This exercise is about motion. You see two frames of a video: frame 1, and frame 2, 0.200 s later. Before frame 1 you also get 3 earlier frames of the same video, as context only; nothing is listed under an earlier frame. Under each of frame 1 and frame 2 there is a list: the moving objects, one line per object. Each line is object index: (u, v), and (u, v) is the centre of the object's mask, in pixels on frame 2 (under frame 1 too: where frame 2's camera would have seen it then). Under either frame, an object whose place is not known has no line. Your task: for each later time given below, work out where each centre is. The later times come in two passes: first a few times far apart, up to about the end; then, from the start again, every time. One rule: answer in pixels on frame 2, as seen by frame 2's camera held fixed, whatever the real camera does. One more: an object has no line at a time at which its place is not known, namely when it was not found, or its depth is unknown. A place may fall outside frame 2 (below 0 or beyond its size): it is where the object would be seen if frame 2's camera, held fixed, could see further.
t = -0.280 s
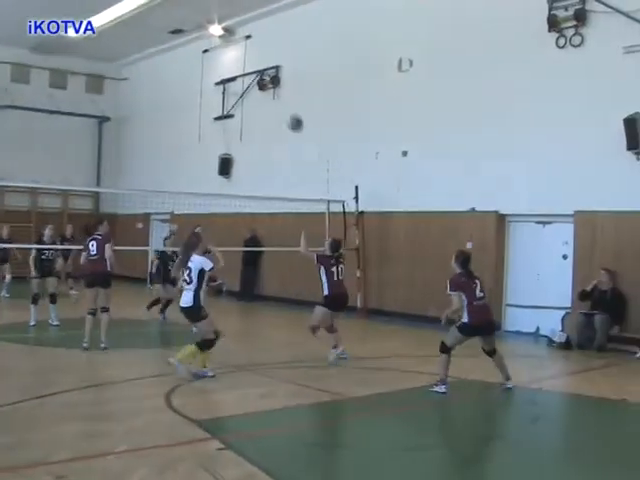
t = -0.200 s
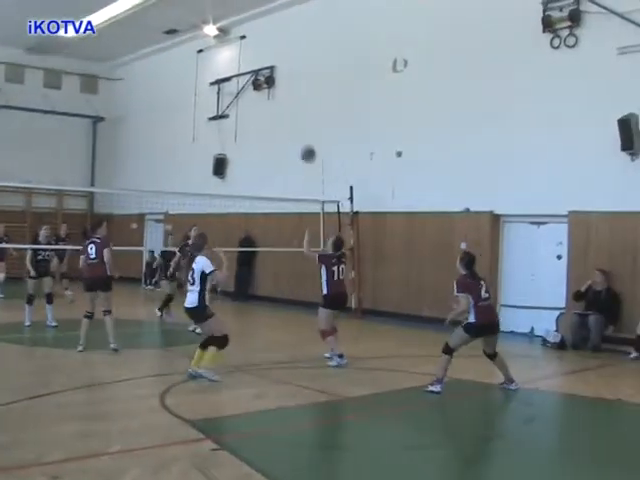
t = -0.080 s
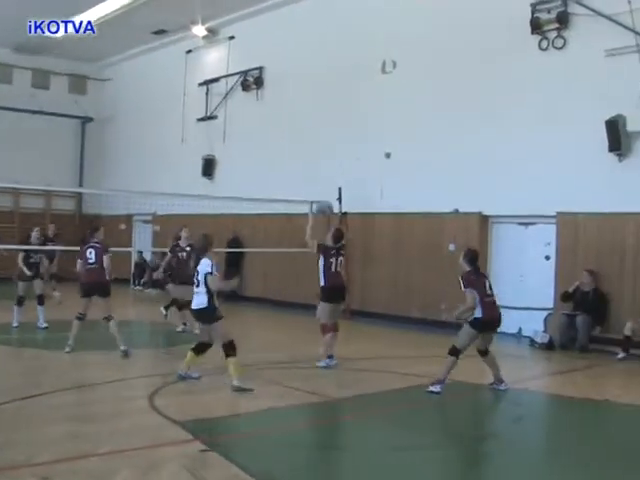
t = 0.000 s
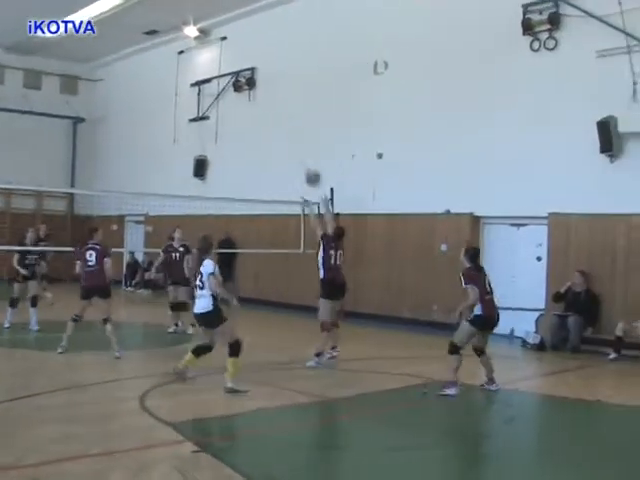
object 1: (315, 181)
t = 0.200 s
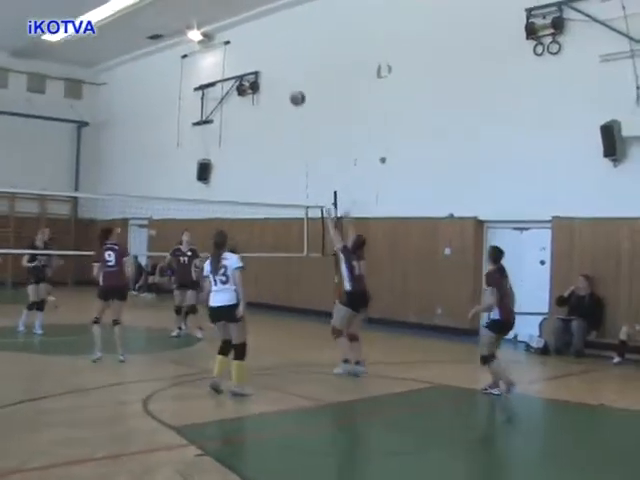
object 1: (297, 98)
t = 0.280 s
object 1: (291, 76)
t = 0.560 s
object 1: (268, 37)
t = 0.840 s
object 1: (247, 53)
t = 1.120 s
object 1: (227, 113)
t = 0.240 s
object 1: (294, 86)
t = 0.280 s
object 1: (291, 76)
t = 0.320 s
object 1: (288, 66)
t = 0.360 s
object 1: (284, 58)
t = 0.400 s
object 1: (281, 52)
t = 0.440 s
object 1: (278, 46)
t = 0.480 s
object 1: (274, 42)
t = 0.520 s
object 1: (271, 39)
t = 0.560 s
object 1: (268, 37)
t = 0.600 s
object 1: (265, 36)
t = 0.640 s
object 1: (261, 37)
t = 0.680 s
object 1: (258, 37)
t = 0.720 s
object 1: (256, 40)
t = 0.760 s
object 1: (253, 44)
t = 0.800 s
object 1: (250, 48)
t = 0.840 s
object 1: (247, 53)
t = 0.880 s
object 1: (244, 59)
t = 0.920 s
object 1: (240, 66)
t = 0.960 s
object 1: (237, 74)
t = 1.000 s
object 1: (235, 82)
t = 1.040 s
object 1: (232, 92)
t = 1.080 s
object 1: (230, 102)
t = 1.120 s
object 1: (227, 113)
